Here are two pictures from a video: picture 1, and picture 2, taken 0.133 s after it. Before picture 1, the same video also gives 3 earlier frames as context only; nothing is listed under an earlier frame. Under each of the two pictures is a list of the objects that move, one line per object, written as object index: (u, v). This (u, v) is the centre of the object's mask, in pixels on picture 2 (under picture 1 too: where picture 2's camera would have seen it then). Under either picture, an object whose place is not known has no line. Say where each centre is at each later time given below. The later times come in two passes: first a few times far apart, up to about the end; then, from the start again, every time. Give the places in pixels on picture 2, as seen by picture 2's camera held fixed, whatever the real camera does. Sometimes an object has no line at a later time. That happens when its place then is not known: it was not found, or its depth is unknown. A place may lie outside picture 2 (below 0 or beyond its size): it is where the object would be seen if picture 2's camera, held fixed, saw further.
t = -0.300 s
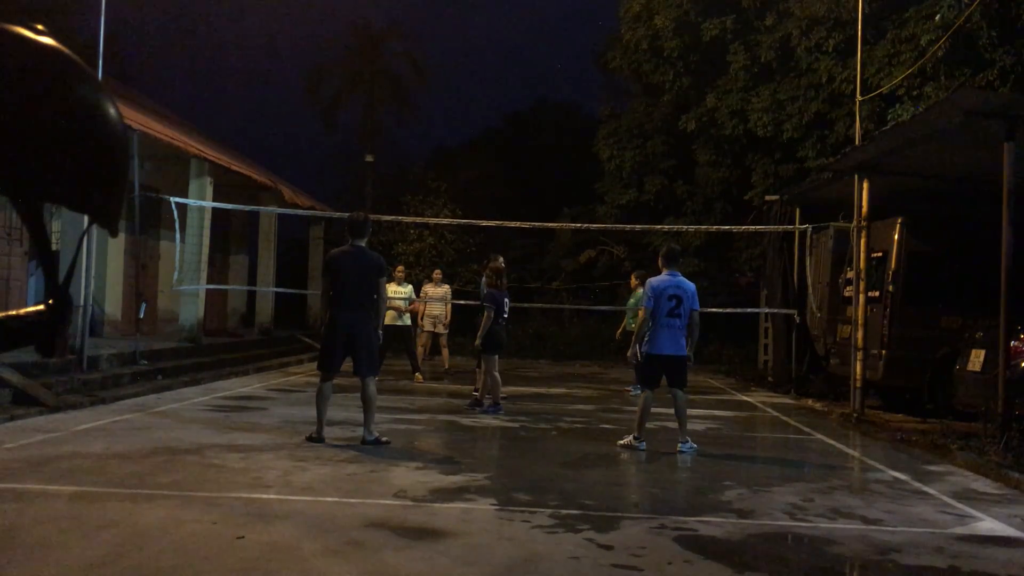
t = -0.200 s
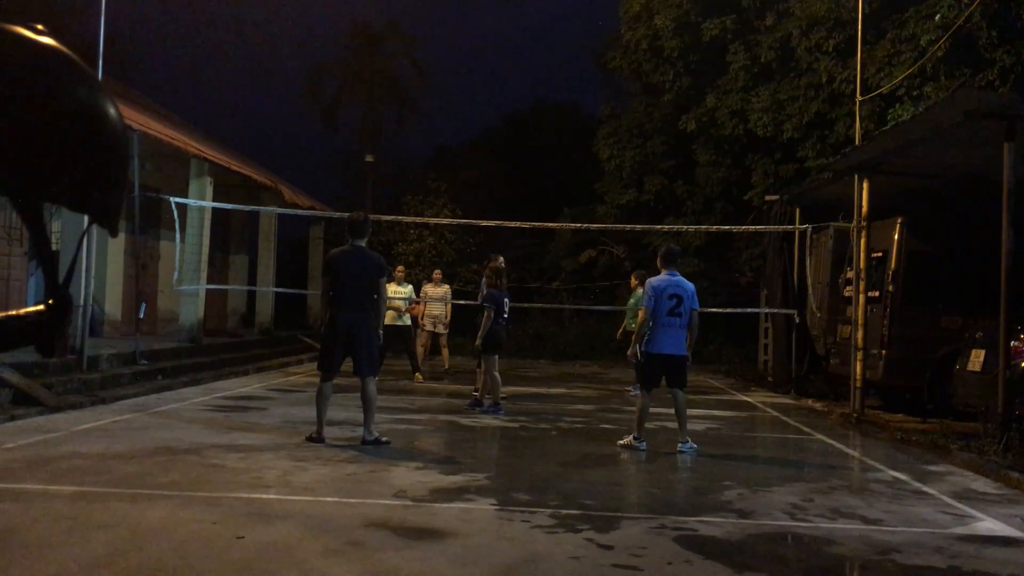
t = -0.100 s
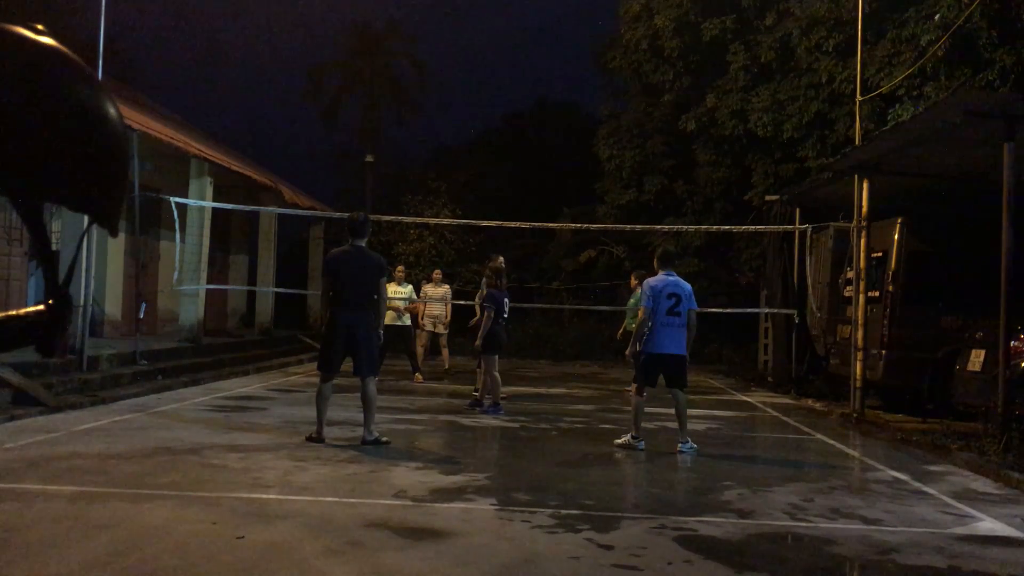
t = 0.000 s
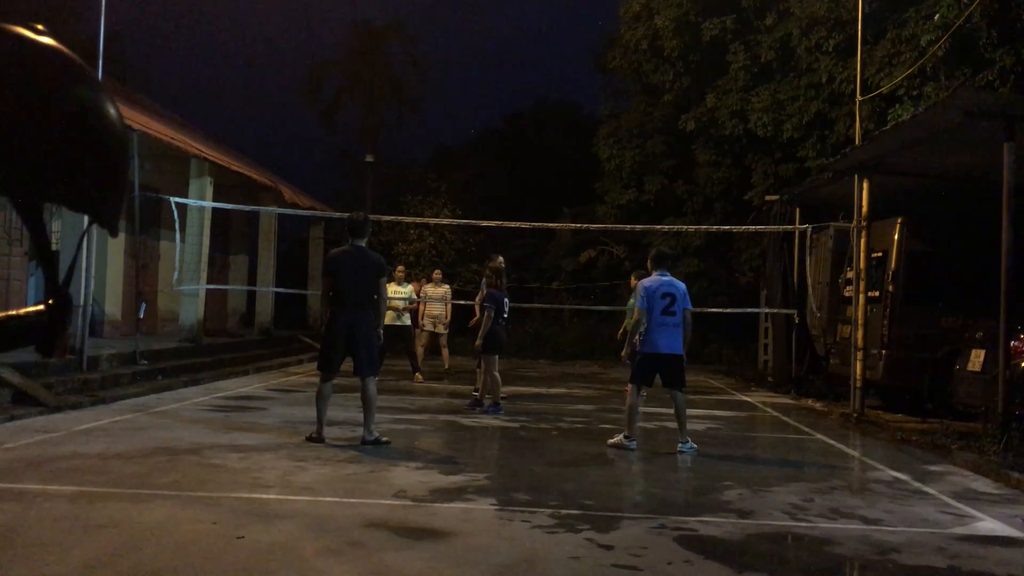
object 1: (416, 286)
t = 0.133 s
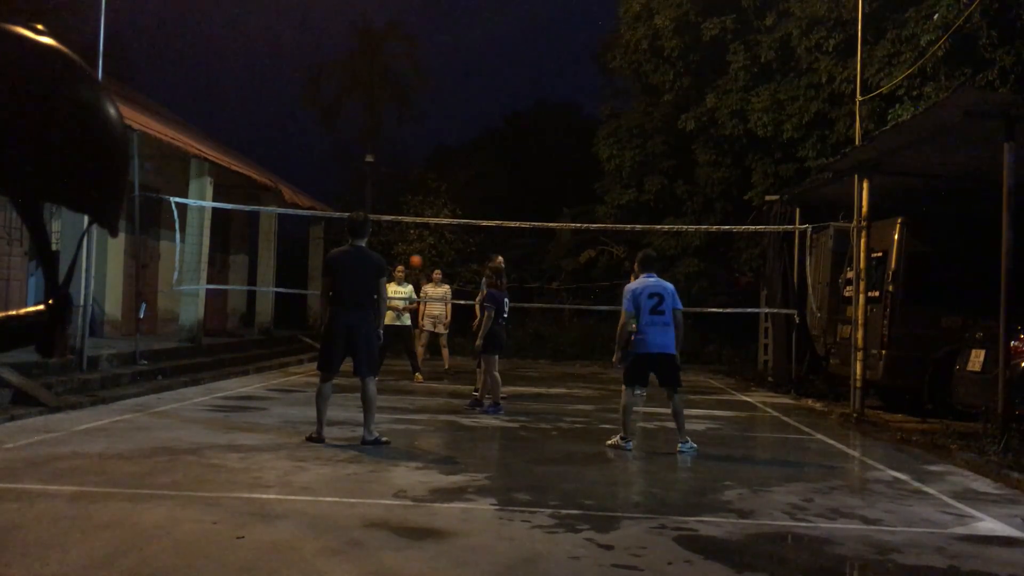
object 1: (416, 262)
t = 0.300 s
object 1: (418, 241)
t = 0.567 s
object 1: (420, 238)
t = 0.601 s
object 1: (420, 240)
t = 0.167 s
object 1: (416, 256)
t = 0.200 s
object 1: (416, 252)
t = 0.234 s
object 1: (417, 247)
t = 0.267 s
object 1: (417, 243)
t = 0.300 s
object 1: (418, 241)
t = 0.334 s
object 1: (418, 238)
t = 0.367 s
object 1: (419, 236)
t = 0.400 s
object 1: (419, 235)
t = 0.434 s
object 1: (419, 235)
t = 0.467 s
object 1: (420, 235)
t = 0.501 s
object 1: (420, 235)
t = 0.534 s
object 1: (420, 236)
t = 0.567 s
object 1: (420, 238)
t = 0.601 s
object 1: (420, 240)
